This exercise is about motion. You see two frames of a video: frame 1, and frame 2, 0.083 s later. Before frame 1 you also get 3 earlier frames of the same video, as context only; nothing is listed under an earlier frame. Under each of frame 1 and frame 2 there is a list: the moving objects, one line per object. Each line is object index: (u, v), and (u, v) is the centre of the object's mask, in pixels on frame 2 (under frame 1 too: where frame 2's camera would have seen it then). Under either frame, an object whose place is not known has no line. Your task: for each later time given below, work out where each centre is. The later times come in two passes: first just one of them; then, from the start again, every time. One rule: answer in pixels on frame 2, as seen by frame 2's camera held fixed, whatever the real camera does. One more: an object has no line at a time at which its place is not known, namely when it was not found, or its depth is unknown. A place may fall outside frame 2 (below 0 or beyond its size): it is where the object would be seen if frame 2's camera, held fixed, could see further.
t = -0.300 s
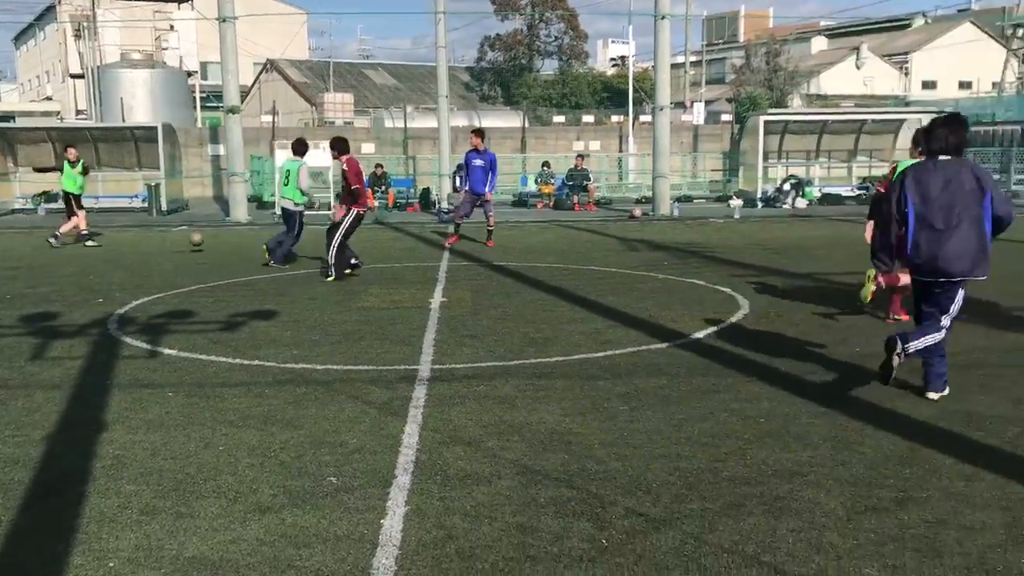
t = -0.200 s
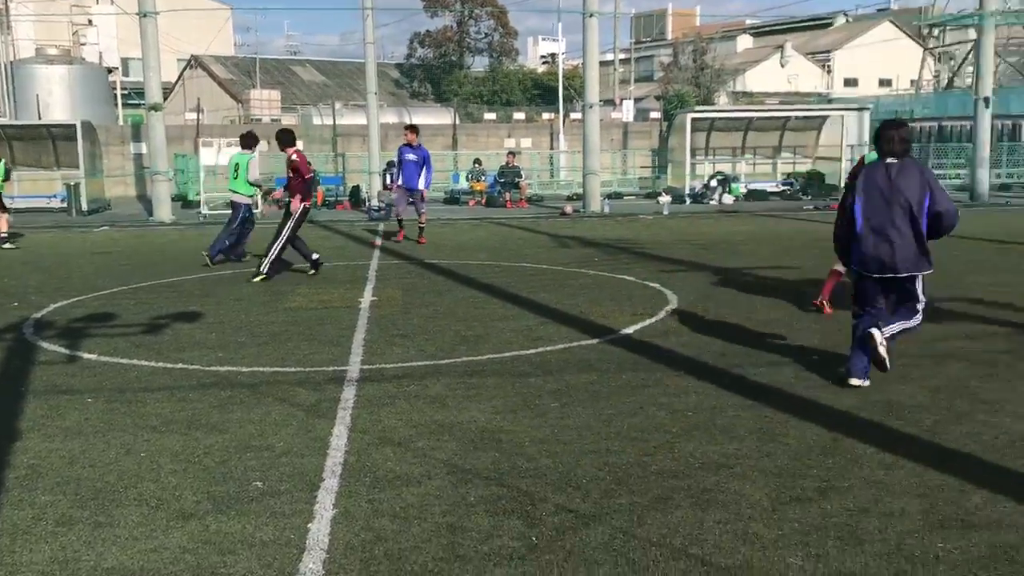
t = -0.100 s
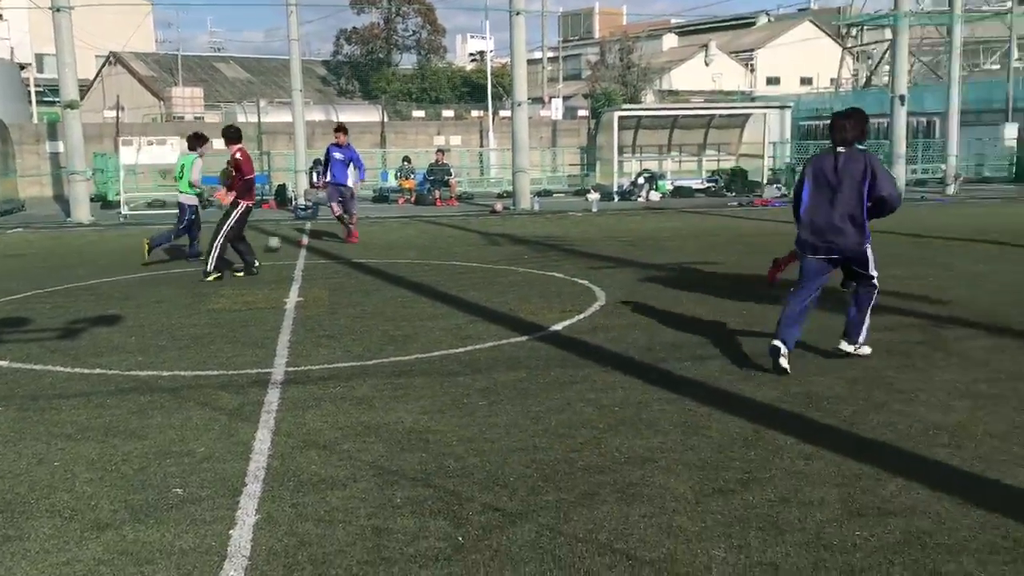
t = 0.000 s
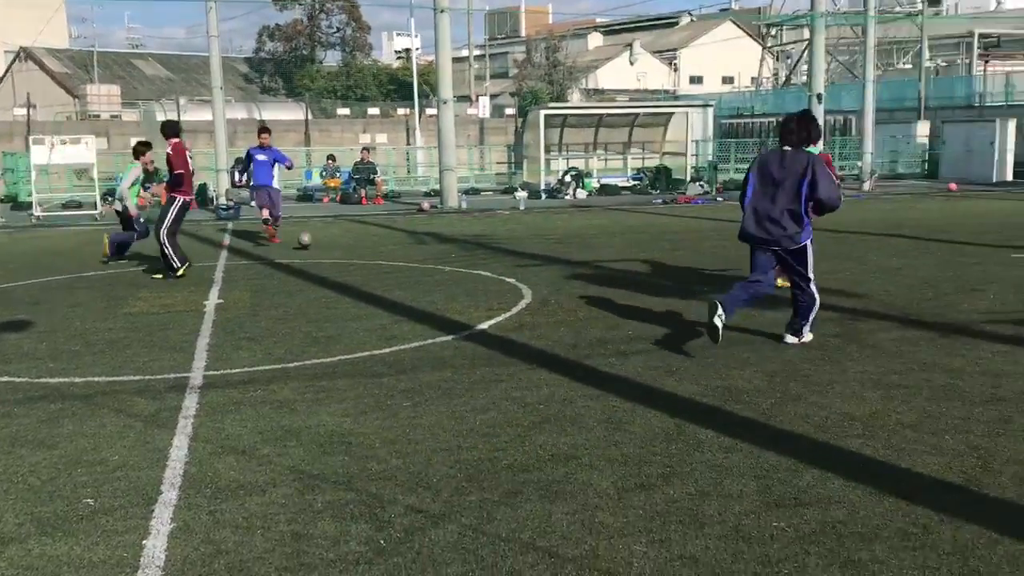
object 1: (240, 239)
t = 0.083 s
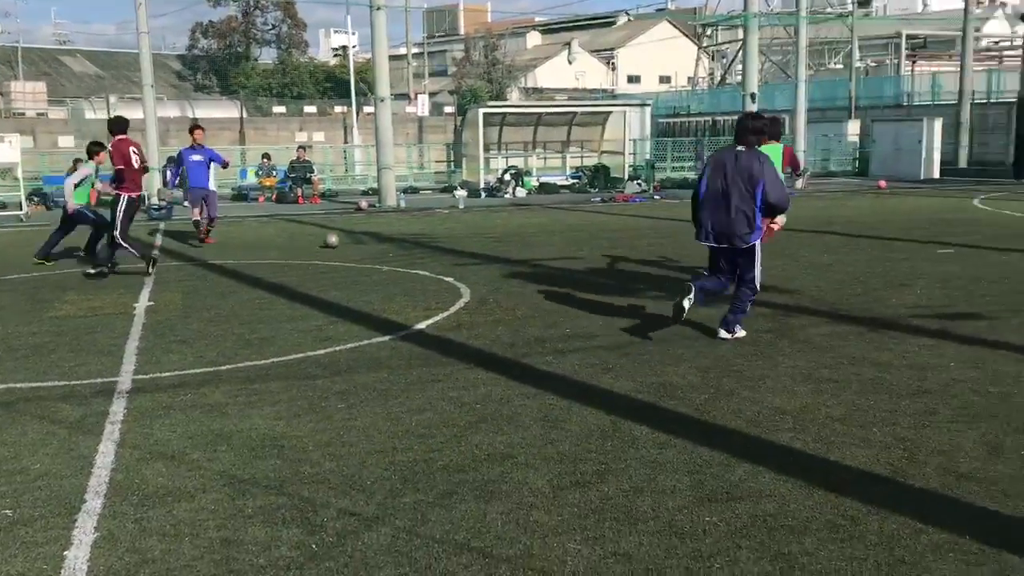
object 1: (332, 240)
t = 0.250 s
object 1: (484, 234)
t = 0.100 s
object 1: (348, 239)
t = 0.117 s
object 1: (363, 237)
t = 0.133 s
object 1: (380, 237)
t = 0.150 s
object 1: (395, 235)
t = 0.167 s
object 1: (411, 235)
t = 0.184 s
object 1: (423, 236)
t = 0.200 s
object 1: (440, 234)
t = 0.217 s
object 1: (455, 234)
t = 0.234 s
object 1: (470, 234)
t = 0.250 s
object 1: (484, 234)
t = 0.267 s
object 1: (499, 234)
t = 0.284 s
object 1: (514, 235)
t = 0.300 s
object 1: (527, 234)
